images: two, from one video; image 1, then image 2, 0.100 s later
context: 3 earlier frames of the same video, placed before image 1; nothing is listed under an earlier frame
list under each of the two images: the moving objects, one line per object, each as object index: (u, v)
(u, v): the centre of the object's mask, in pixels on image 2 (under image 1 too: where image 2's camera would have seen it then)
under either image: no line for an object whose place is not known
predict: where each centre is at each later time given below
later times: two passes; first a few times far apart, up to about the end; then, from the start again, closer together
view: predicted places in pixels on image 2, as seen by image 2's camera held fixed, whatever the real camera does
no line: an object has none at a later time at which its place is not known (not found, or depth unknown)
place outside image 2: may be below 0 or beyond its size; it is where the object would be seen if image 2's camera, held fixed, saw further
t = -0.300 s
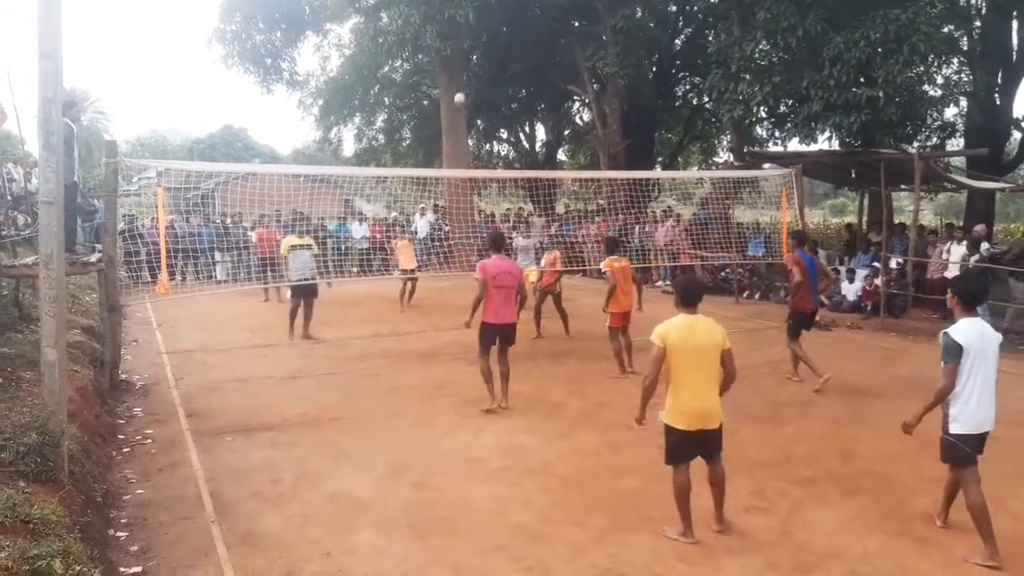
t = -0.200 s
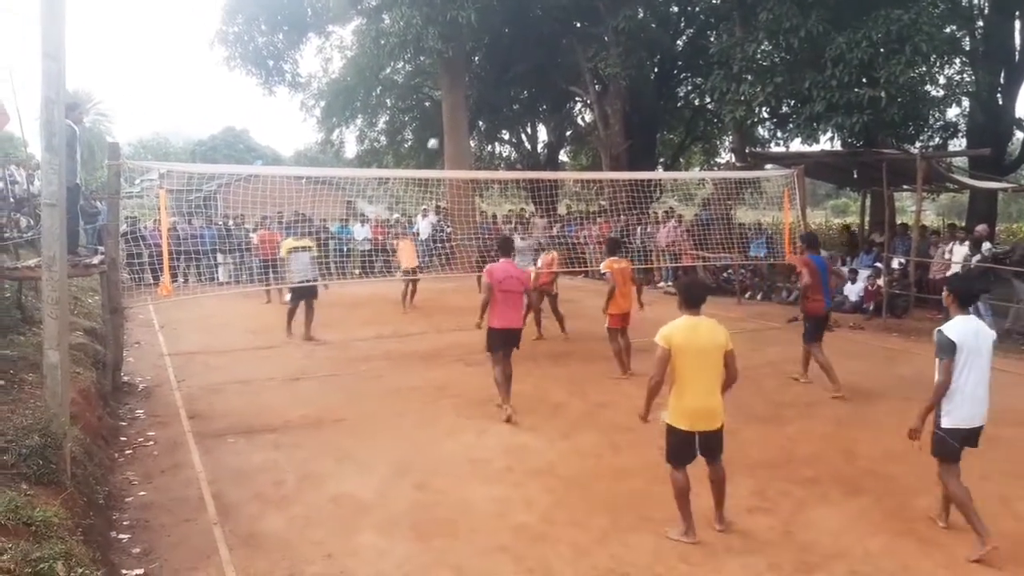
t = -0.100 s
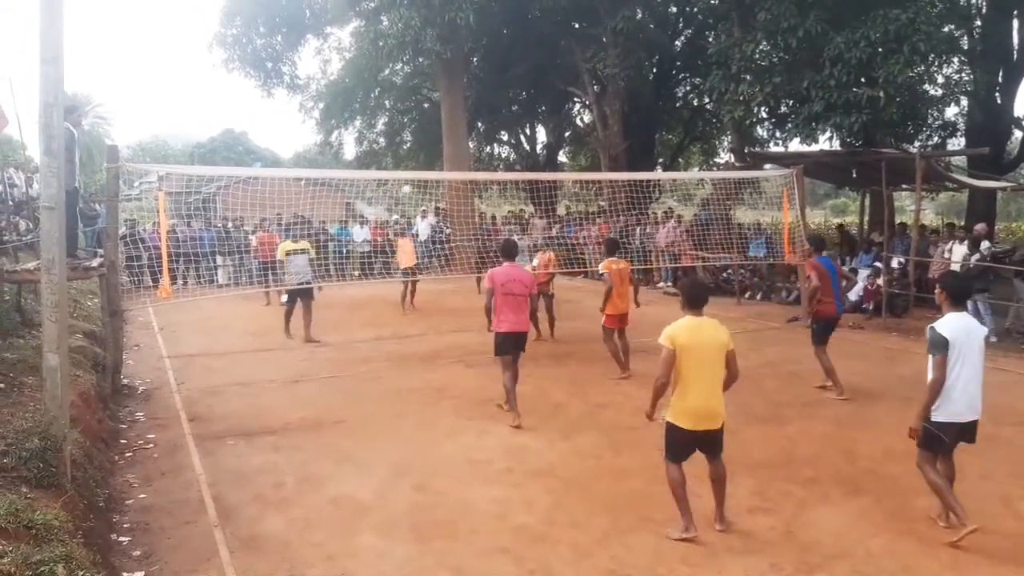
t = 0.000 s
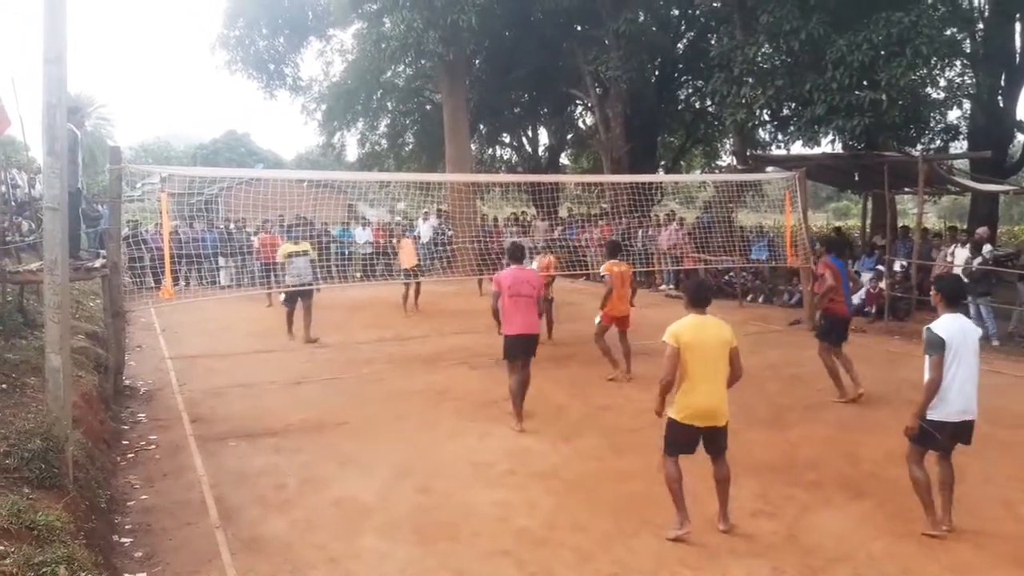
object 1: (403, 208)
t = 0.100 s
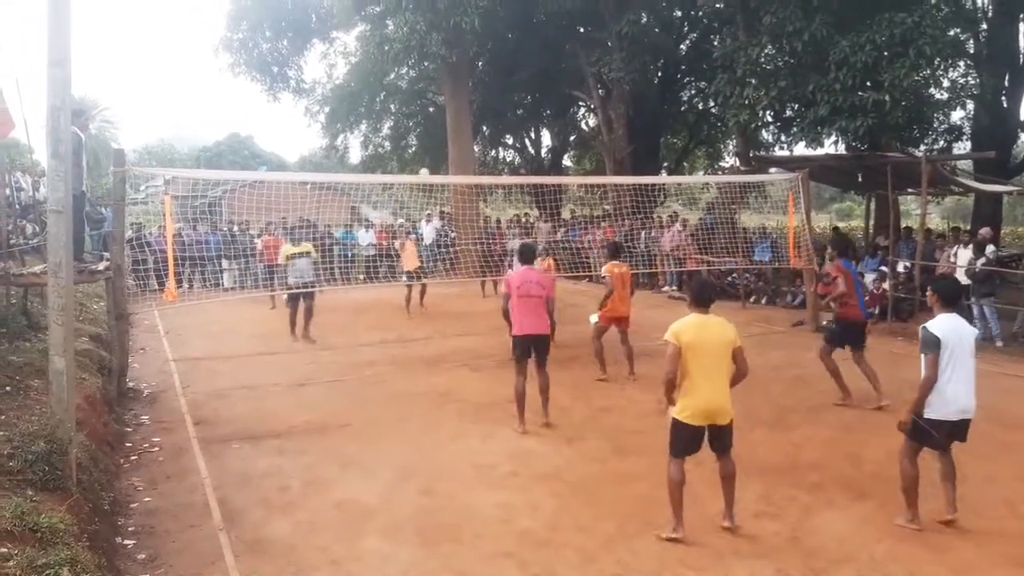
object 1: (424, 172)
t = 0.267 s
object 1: (460, 121)
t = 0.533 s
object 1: (532, 60)
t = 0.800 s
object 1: (627, 43)
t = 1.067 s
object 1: (756, 97)
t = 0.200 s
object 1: (445, 141)
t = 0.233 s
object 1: (452, 130)
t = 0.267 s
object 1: (460, 121)
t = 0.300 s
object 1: (468, 111)
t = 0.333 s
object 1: (477, 103)
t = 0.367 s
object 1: (485, 94)
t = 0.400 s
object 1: (494, 86)
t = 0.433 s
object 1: (503, 79)
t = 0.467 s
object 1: (513, 71)
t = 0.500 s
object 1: (522, 65)
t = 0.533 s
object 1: (532, 60)
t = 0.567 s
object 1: (542, 55)
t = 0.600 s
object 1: (553, 51)
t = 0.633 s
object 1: (564, 47)
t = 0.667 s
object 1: (576, 45)
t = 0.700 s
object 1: (588, 43)
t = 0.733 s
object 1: (601, 42)
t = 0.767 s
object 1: (613, 42)
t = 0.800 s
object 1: (627, 43)
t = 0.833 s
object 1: (641, 45)
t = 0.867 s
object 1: (656, 49)
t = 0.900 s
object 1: (671, 53)
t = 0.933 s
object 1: (686, 59)
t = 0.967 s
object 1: (703, 66)
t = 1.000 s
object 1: (720, 75)
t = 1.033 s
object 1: (738, 85)
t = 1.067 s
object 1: (756, 97)
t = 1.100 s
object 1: (776, 112)
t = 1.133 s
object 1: (795, 127)
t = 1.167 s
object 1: (815, 146)
